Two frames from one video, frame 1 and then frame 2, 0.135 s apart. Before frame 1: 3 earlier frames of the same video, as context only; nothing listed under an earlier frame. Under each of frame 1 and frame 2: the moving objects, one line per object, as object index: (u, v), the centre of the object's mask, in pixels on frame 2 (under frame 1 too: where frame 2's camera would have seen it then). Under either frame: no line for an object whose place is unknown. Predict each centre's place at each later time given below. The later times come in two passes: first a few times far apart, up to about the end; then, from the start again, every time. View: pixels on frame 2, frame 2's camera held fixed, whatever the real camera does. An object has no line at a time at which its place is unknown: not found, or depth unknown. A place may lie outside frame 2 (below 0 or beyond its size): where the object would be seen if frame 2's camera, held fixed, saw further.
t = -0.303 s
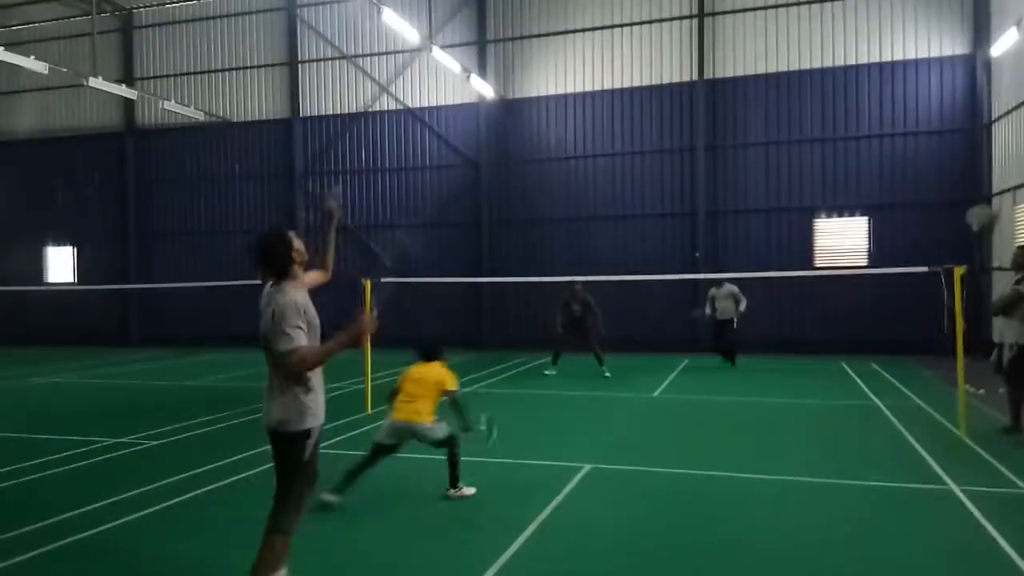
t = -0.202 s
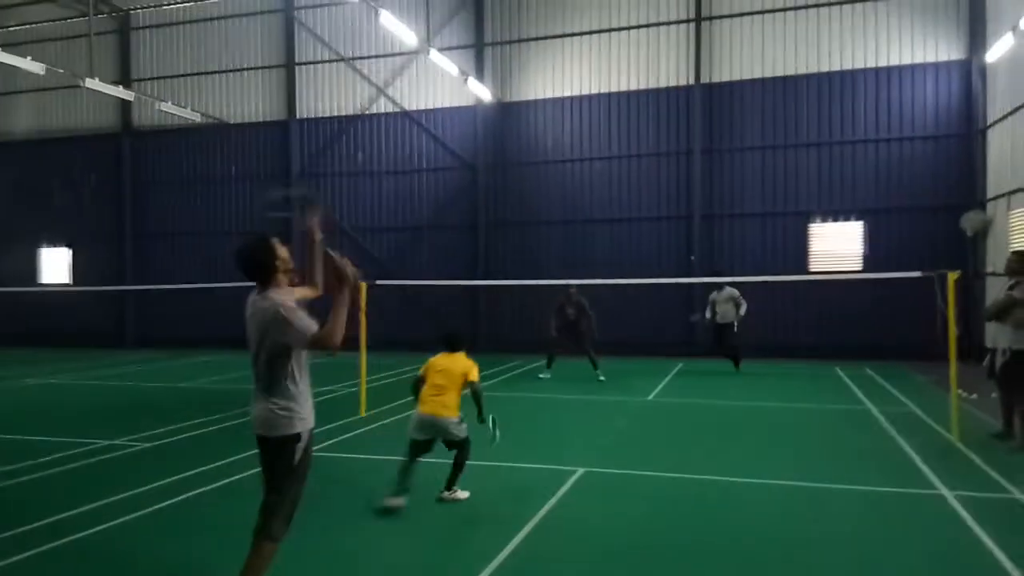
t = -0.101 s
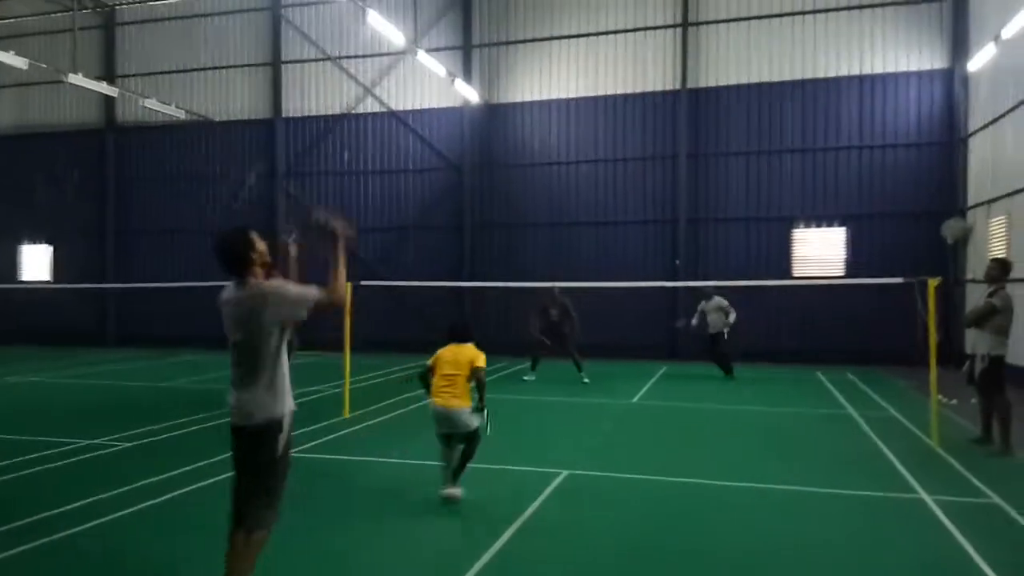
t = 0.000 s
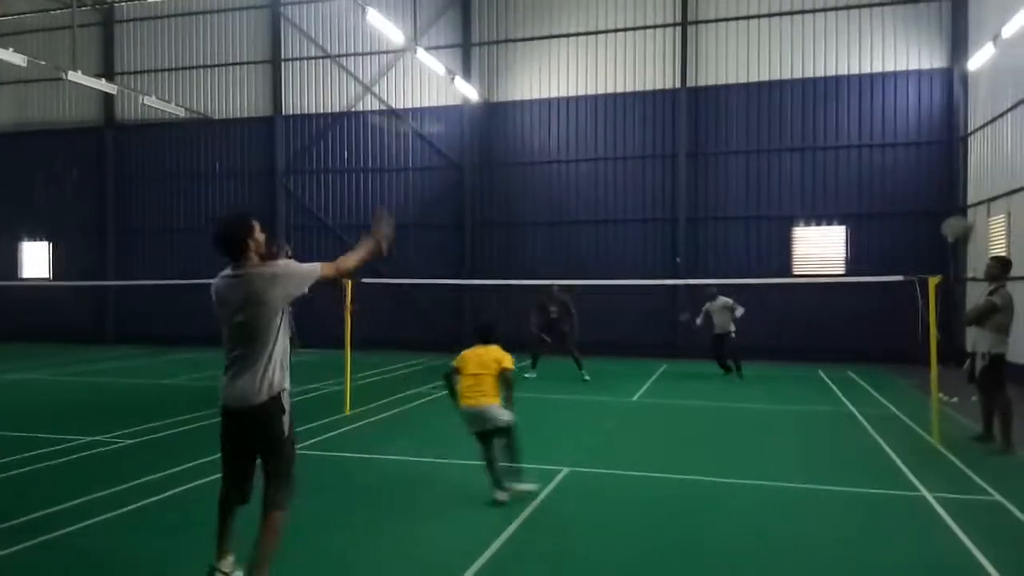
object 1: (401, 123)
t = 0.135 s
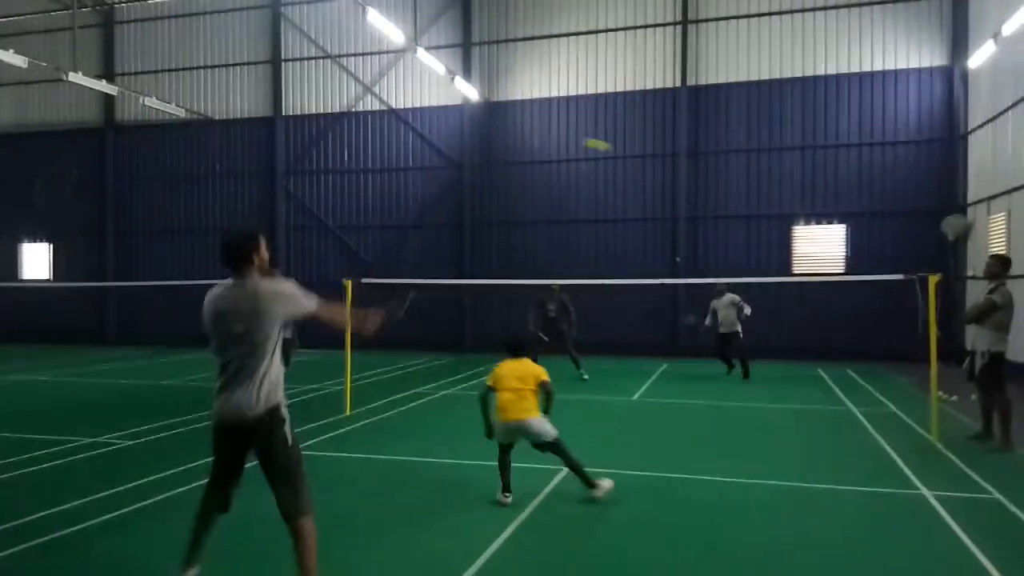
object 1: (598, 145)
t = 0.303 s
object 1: (697, 180)
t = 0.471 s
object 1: (751, 225)
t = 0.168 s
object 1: (624, 150)
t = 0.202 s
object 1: (646, 158)
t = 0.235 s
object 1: (665, 165)
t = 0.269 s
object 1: (683, 173)
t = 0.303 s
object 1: (697, 180)
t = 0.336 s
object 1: (710, 189)
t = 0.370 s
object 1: (722, 197)
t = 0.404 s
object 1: (732, 207)
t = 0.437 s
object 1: (742, 216)
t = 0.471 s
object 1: (751, 225)
